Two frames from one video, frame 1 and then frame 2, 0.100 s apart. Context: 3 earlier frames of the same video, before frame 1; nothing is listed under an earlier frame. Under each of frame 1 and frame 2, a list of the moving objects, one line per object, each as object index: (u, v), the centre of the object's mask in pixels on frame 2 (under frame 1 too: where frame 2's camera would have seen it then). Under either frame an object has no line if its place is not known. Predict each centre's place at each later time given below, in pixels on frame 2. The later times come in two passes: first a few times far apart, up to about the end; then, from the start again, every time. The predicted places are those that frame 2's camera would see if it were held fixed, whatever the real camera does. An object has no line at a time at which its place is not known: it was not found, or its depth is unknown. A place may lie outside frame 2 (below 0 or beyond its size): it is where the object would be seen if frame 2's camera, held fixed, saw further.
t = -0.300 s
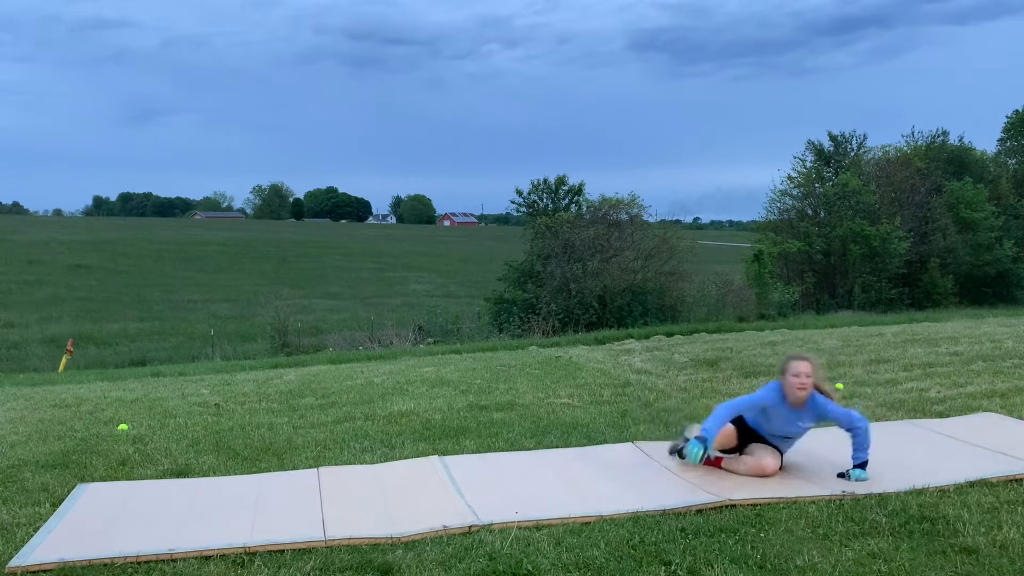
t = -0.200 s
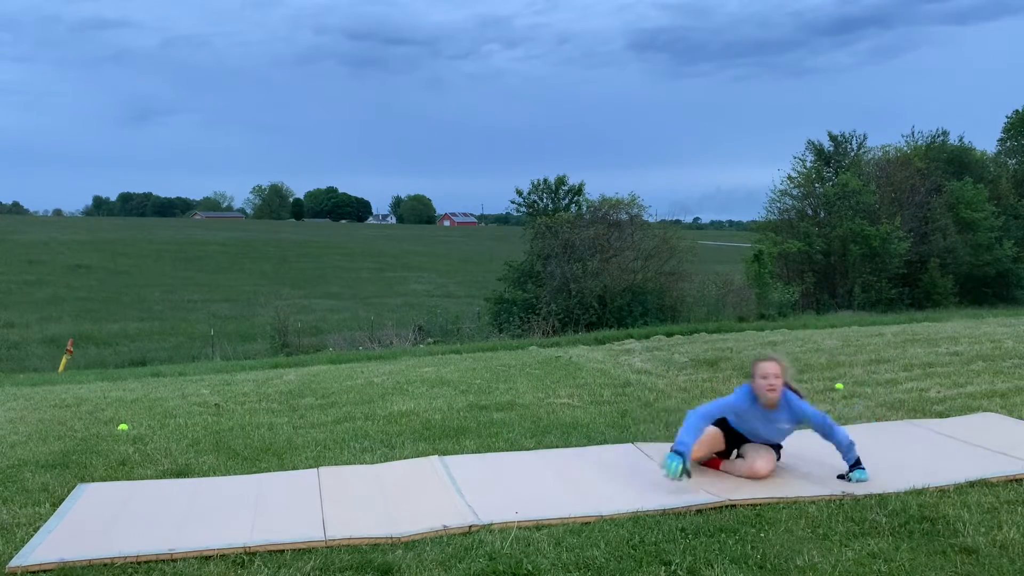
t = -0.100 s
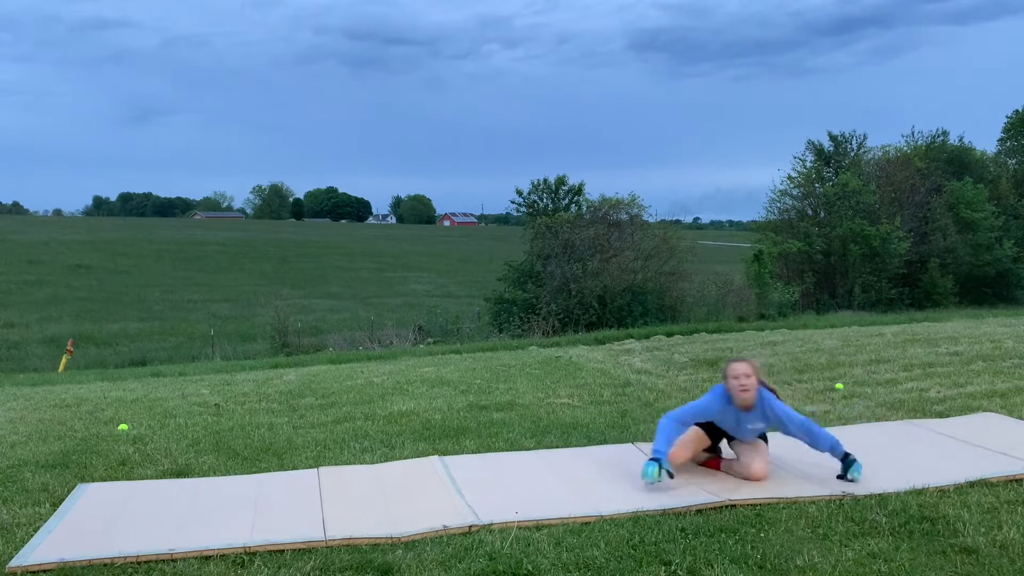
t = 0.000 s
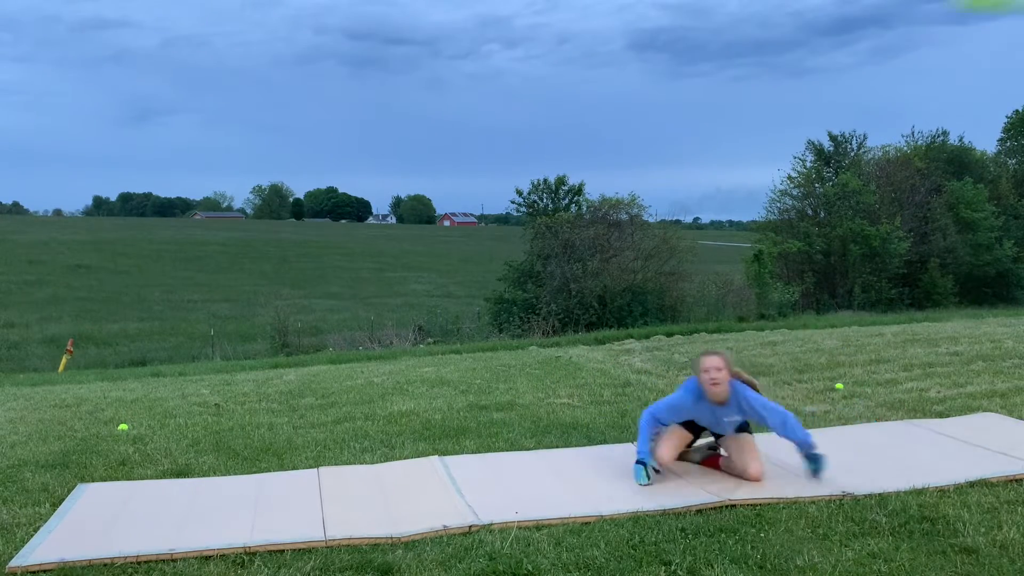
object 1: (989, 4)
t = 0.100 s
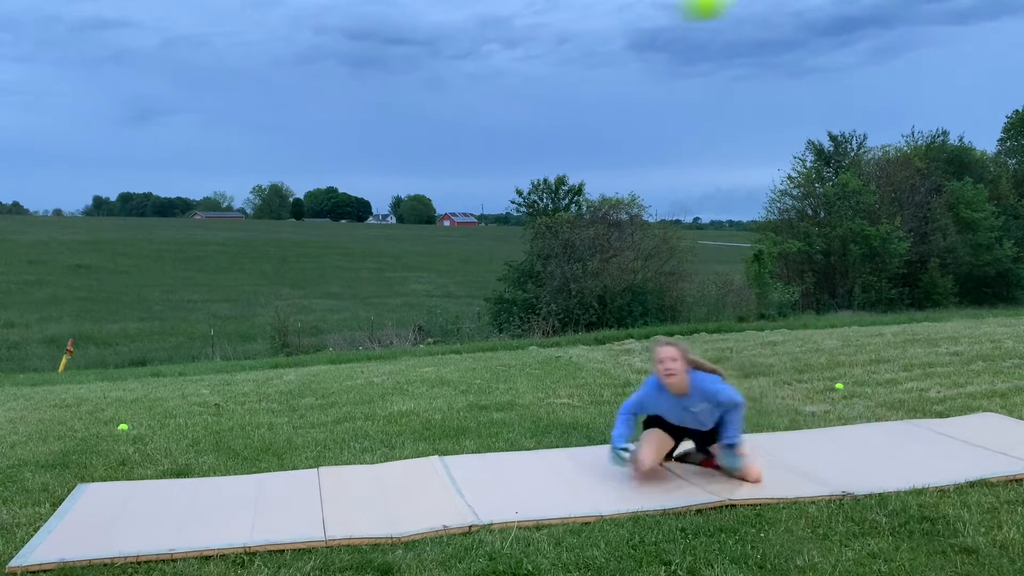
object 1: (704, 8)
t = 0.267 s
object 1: (462, 101)
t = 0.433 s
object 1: (333, 239)
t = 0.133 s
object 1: (641, 15)
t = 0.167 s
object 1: (587, 32)
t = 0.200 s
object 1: (539, 52)
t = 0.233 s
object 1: (497, 76)
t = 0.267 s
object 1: (462, 101)
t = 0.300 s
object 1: (429, 126)
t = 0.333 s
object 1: (402, 153)
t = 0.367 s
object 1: (376, 181)
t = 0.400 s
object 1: (353, 210)
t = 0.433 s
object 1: (333, 239)
